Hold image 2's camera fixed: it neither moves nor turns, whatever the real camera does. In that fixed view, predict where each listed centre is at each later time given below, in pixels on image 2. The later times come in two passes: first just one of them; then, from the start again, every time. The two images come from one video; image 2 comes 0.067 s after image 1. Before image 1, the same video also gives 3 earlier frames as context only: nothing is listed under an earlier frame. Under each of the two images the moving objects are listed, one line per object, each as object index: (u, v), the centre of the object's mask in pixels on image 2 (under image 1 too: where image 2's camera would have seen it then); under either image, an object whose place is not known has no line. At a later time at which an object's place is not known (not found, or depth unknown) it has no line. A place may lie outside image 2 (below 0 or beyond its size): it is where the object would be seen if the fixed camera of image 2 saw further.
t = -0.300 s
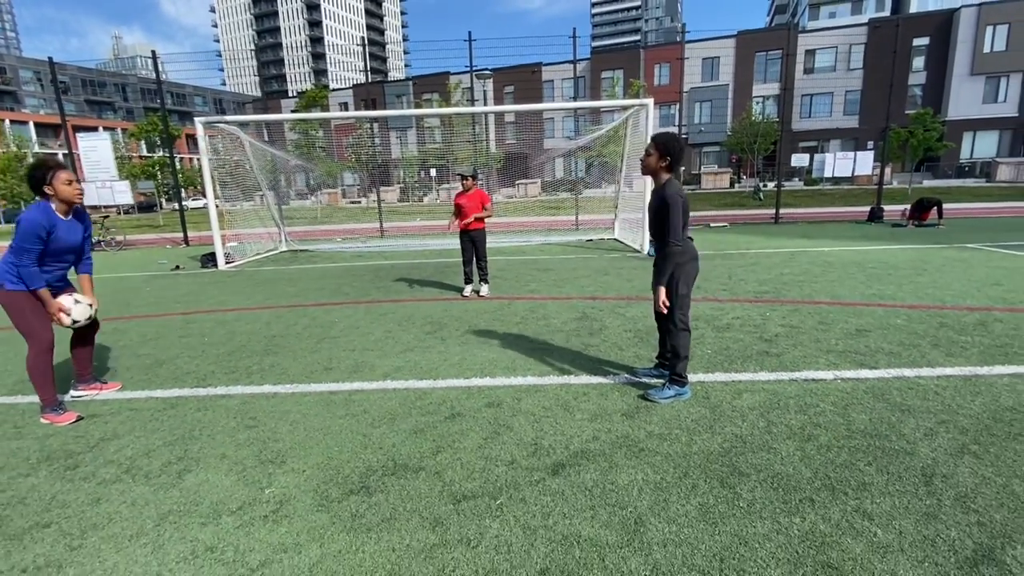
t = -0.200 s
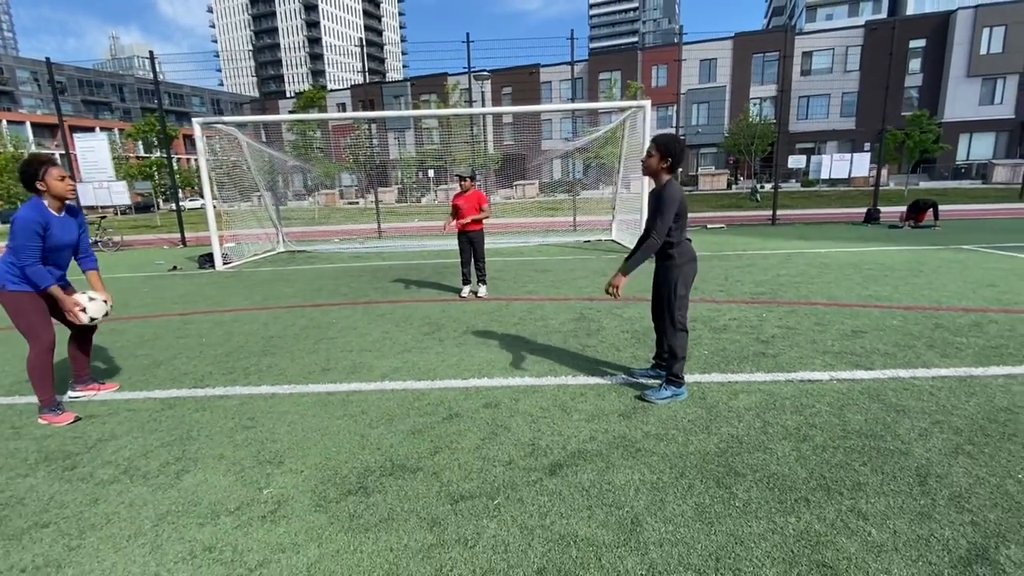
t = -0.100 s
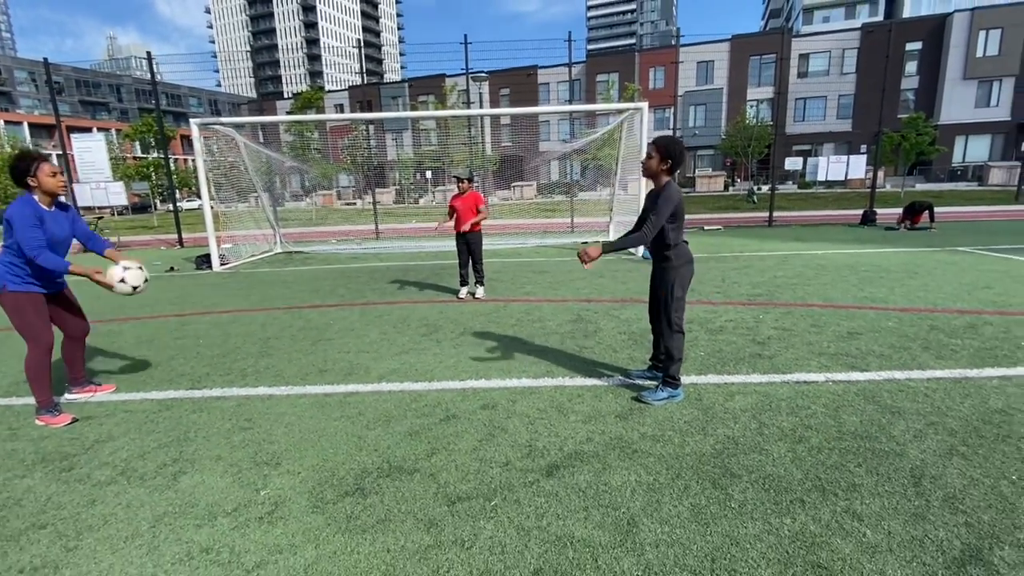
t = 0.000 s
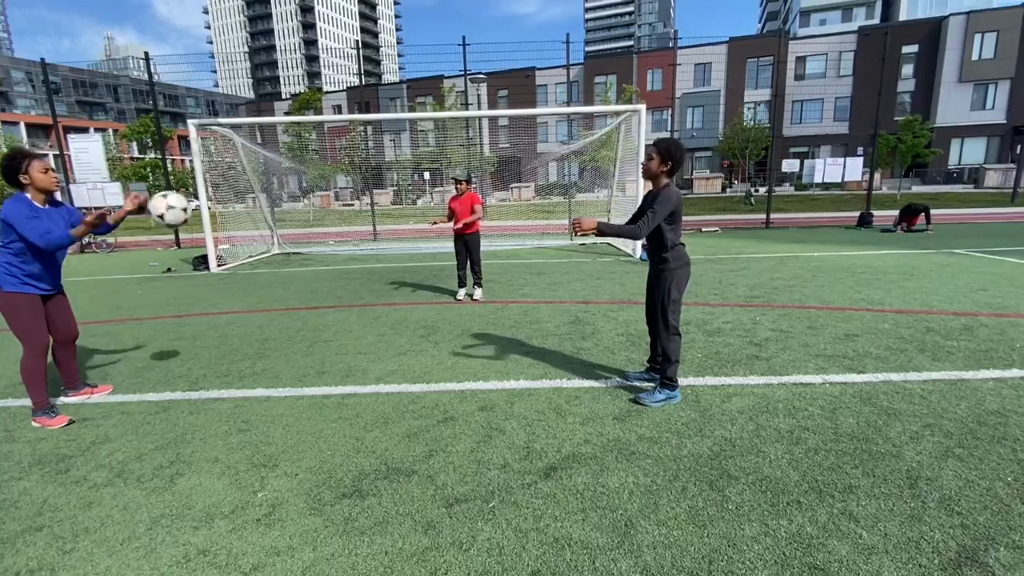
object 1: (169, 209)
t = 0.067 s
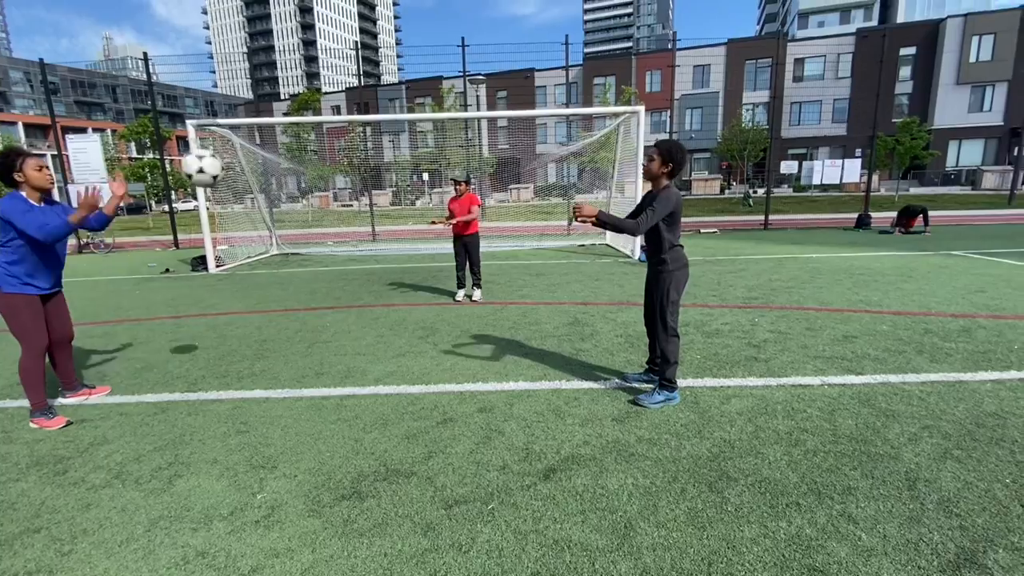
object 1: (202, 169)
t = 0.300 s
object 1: (345, 74)
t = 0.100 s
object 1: (220, 148)
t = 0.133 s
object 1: (239, 132)
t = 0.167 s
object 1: (260, 116)
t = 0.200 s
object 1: (279, 103)
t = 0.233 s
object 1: (301, 92)
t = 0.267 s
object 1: (322, 81)
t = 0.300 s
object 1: (345, 74)
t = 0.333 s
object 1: (366, 67)
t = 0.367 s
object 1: (390, 65)
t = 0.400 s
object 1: (414, 62)
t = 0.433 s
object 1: (437, 63)
